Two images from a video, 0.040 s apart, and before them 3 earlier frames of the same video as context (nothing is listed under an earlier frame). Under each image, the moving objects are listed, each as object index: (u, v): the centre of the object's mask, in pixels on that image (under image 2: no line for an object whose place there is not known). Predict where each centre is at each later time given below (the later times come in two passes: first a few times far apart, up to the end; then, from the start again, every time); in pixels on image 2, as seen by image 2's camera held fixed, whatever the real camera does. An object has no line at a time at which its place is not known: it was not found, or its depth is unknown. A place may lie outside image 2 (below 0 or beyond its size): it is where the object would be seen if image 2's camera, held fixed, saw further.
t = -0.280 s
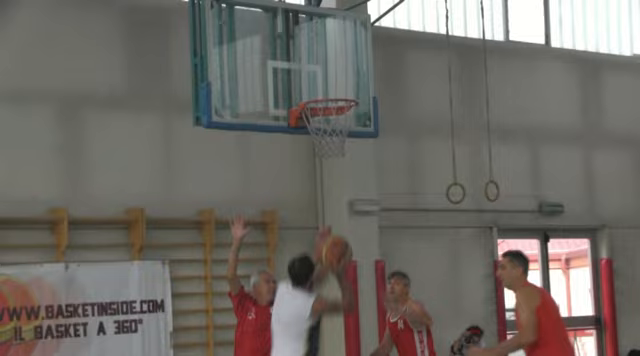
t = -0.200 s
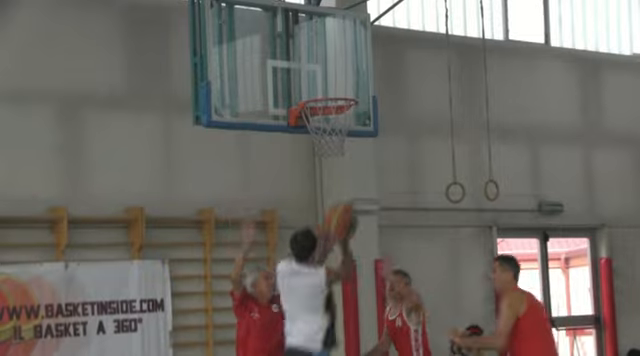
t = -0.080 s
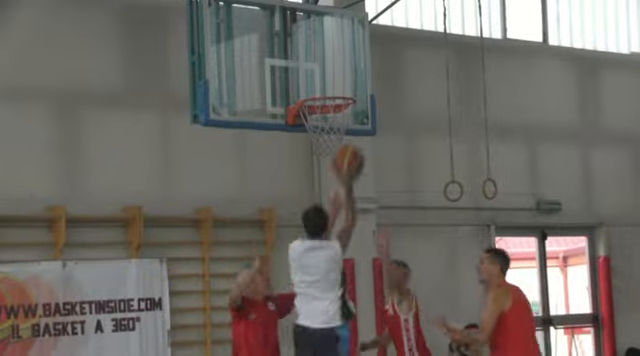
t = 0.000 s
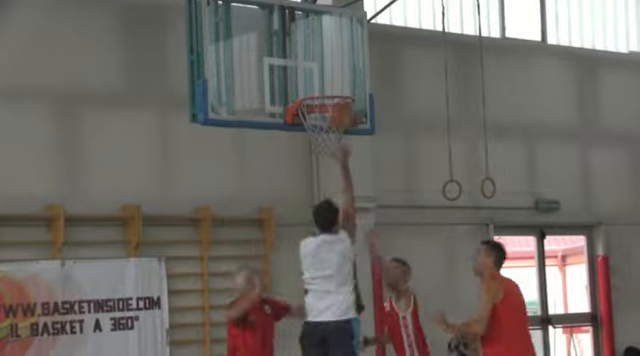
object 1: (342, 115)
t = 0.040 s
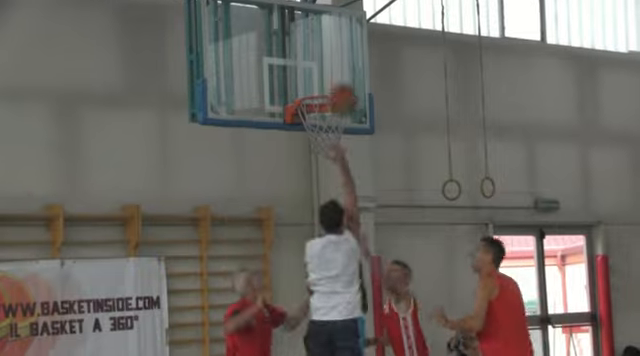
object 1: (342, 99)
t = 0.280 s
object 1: (335, 41)
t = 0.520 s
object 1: (331, 57)
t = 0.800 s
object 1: (314, 132)
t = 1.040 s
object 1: (315, 152)
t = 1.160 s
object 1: (322, 184)
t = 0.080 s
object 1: (340, 83)
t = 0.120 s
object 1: (339, 71)
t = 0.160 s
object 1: (338, 60)
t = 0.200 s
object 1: (337, 51)
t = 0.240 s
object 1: (336, 46)
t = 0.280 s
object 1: (335, 41)
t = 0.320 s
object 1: (335, 39)
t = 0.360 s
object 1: (334, 39)
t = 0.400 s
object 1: (333, 41)
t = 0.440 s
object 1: (332, 44)
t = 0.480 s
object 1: (332, 50)
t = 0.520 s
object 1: (331, 57)
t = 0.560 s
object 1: (331, 66)
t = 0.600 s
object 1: (331, 77)
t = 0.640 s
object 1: (331, 88)
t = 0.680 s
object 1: (331, 101)
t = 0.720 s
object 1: (329, 111)
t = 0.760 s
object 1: (319, 124)
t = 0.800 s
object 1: (314, 132)
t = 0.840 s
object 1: (310, 135)
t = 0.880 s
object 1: (310, 135)
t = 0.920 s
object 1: (310, 139)
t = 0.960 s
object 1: (312, 141)
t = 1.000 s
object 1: (314, 145)
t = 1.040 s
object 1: (315, 152)
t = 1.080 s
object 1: (317, 161)
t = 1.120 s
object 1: (318, 172)
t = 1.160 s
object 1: (322, 184)
